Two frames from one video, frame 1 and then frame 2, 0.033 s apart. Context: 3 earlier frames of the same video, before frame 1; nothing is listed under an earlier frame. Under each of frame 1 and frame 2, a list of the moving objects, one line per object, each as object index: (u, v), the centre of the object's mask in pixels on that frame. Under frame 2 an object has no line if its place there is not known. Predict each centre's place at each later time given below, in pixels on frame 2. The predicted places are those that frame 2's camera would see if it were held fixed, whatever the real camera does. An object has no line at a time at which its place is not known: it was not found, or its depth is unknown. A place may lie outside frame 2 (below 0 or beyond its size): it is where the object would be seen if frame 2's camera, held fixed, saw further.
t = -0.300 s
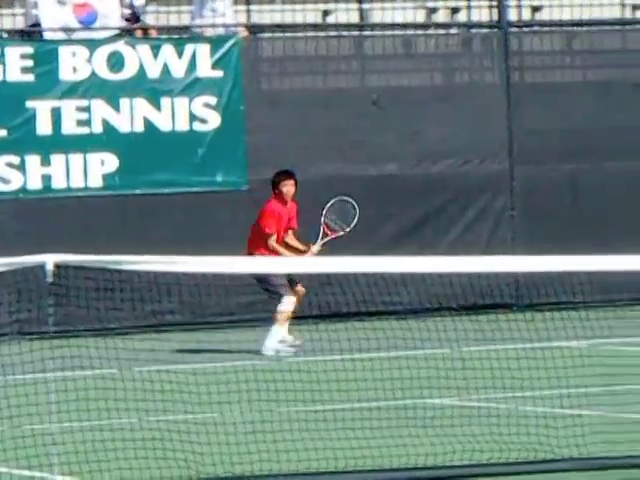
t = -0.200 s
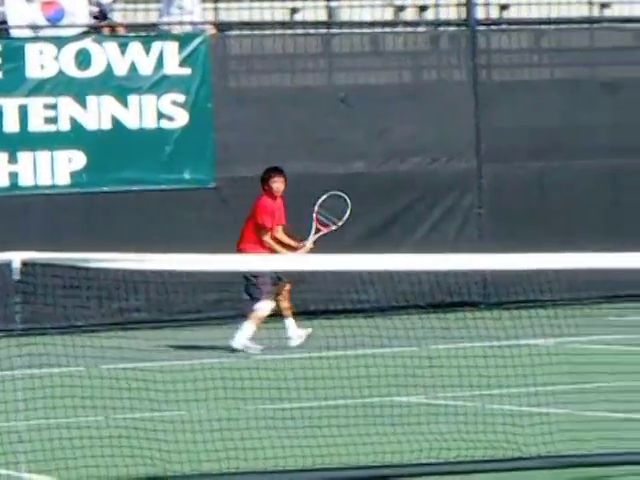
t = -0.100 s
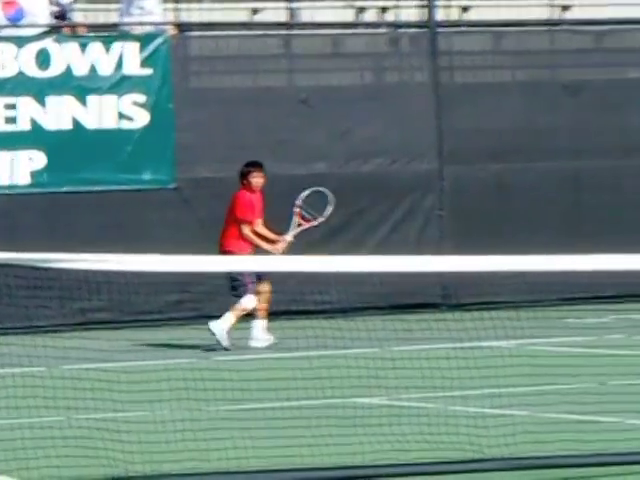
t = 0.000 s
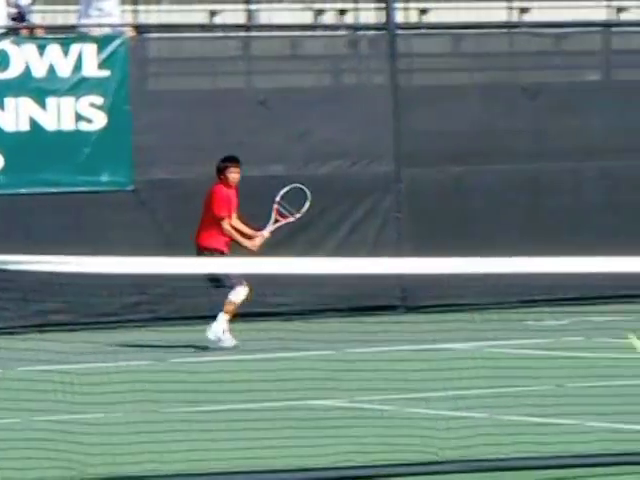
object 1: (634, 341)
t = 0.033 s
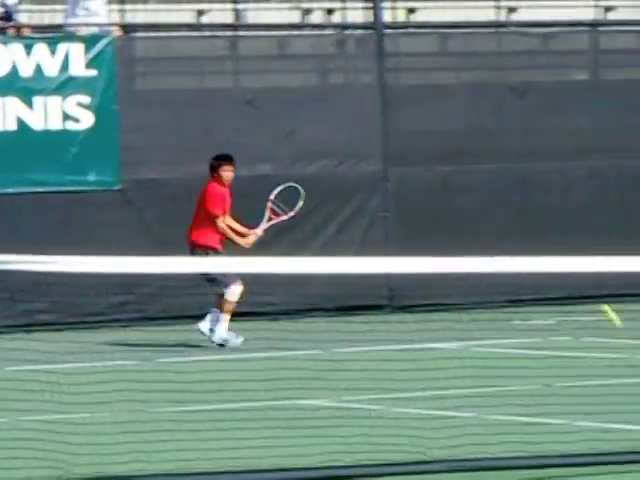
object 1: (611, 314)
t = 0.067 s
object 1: (599, 289)
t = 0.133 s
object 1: (575, 245)
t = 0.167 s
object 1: (564, 228)
